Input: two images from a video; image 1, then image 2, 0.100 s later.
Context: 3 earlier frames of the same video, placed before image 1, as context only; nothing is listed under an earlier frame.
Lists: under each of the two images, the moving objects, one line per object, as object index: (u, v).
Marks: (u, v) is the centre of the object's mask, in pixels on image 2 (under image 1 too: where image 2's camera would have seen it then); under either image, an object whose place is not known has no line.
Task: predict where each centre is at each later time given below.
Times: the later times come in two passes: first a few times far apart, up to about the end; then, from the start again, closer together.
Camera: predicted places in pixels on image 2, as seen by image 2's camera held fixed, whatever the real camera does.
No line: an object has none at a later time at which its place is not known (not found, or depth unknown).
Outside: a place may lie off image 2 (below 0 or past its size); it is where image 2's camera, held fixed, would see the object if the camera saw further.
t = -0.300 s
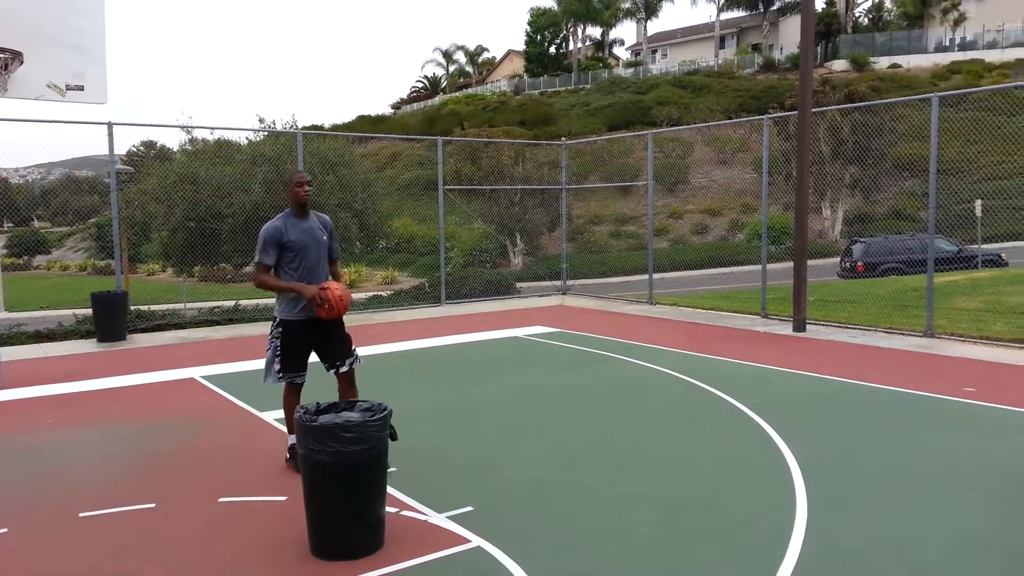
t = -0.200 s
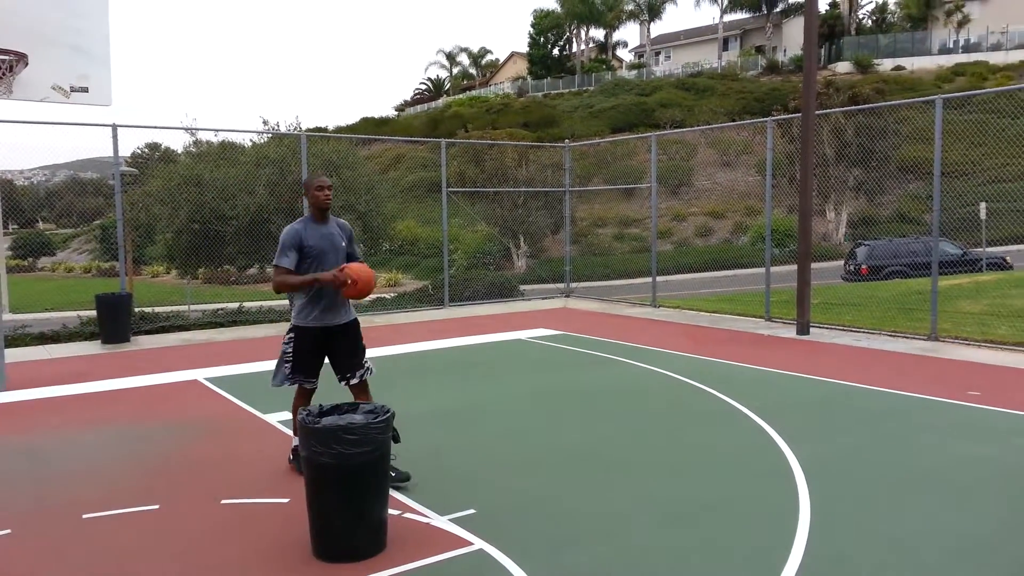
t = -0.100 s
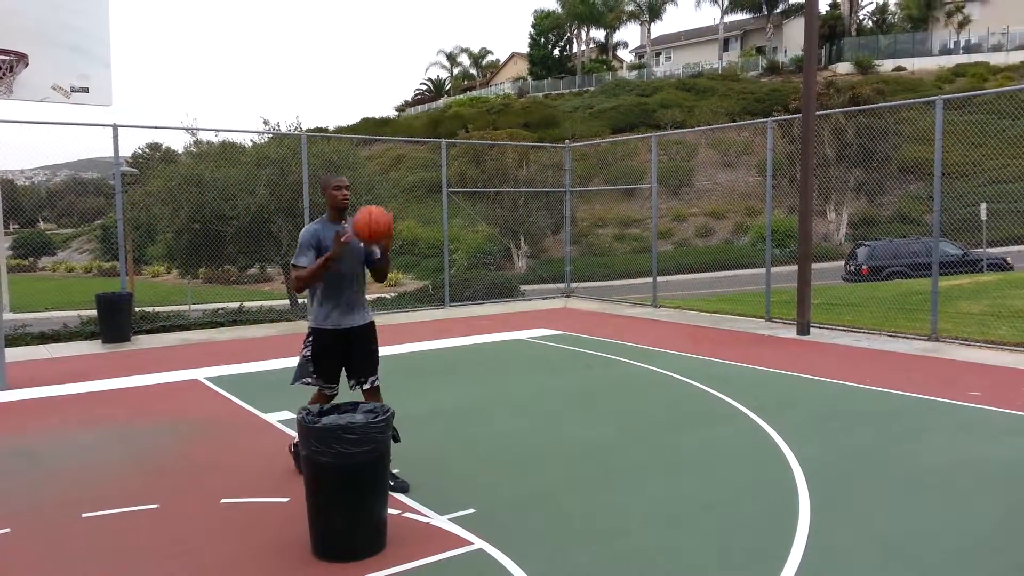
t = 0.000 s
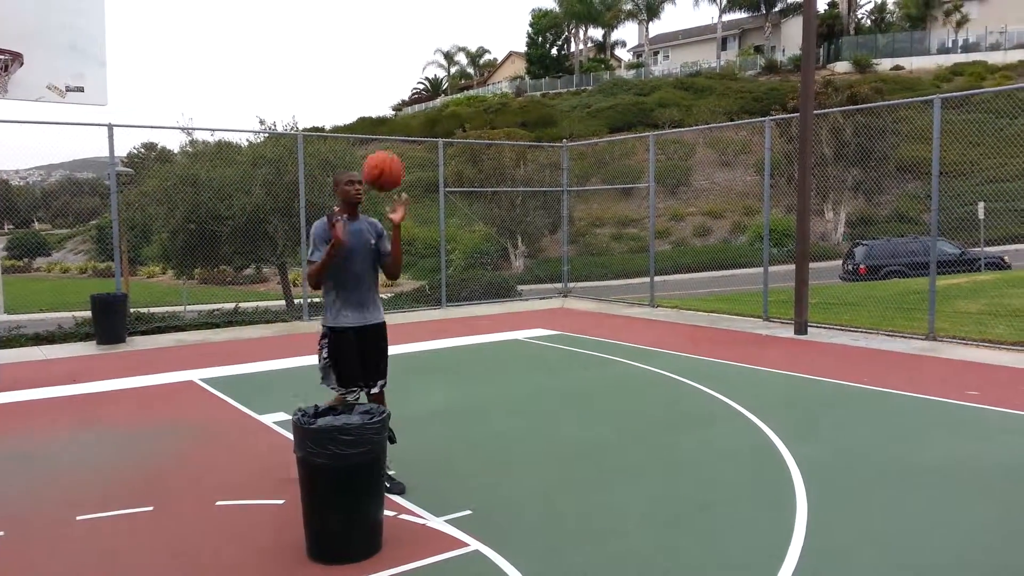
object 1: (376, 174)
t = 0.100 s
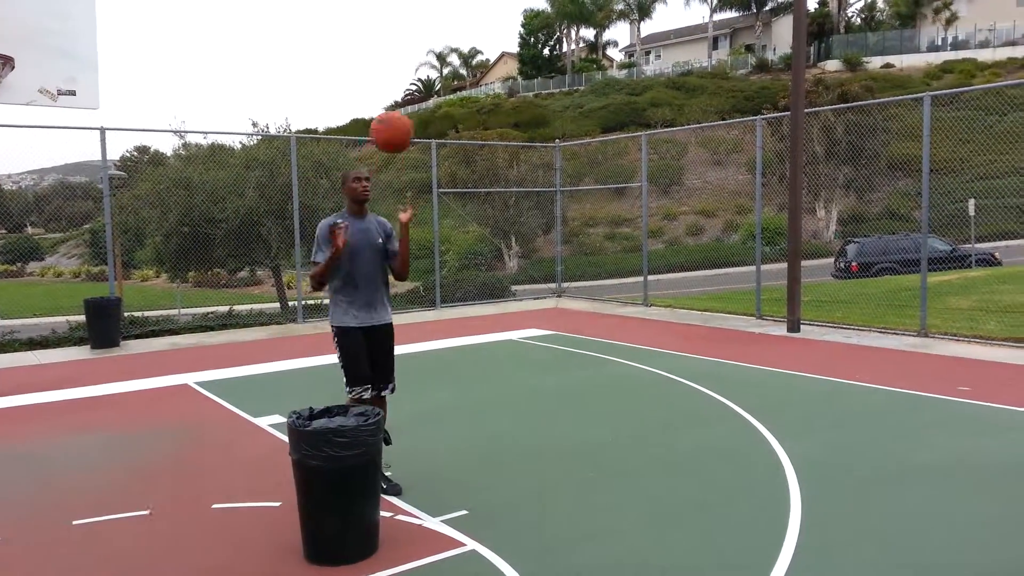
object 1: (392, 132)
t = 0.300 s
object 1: (427, 96)
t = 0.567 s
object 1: (488, 166)
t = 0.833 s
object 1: (564, 412)
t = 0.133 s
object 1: (396, 123)
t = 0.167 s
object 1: (401, 113)
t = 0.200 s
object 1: (408, 107)
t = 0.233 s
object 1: (416, 101)
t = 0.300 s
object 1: (427, 96)
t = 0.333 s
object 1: (433, 97)
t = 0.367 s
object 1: (440, 100)
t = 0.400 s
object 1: (448, 105)
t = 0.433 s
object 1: (456, 112)
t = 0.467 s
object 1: (463, 122)
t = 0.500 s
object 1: (471, 136)
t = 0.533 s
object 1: (480, 148)
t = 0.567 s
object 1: (488, 166)
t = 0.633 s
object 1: (504, 210)
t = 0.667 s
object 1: (513, 235)
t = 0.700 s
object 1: (524, 264)
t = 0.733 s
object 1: (533, 297)
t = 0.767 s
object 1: (542, 333)
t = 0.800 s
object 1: (553, 372)
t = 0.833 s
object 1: (564, 412)
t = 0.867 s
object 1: (577, 459)
